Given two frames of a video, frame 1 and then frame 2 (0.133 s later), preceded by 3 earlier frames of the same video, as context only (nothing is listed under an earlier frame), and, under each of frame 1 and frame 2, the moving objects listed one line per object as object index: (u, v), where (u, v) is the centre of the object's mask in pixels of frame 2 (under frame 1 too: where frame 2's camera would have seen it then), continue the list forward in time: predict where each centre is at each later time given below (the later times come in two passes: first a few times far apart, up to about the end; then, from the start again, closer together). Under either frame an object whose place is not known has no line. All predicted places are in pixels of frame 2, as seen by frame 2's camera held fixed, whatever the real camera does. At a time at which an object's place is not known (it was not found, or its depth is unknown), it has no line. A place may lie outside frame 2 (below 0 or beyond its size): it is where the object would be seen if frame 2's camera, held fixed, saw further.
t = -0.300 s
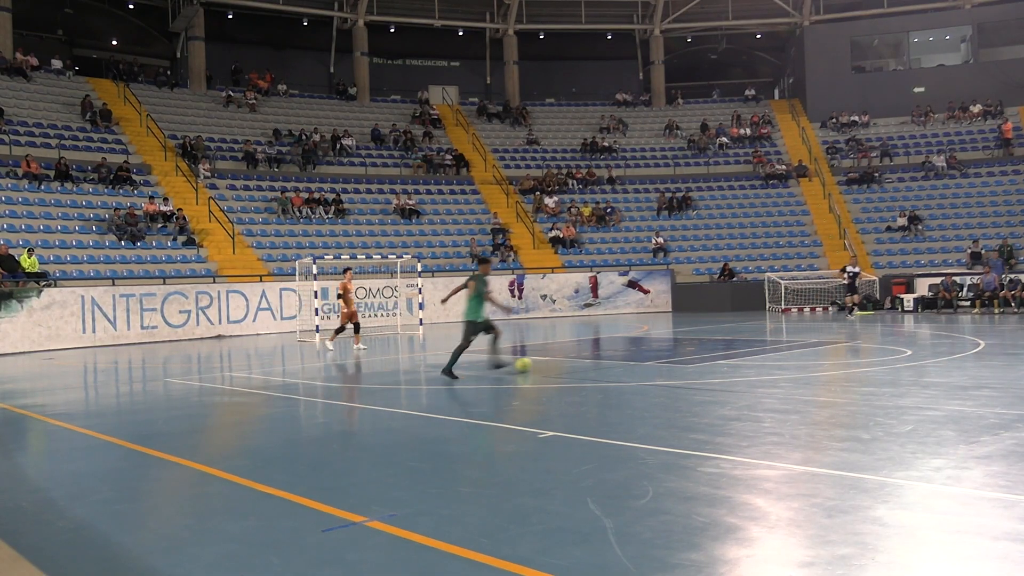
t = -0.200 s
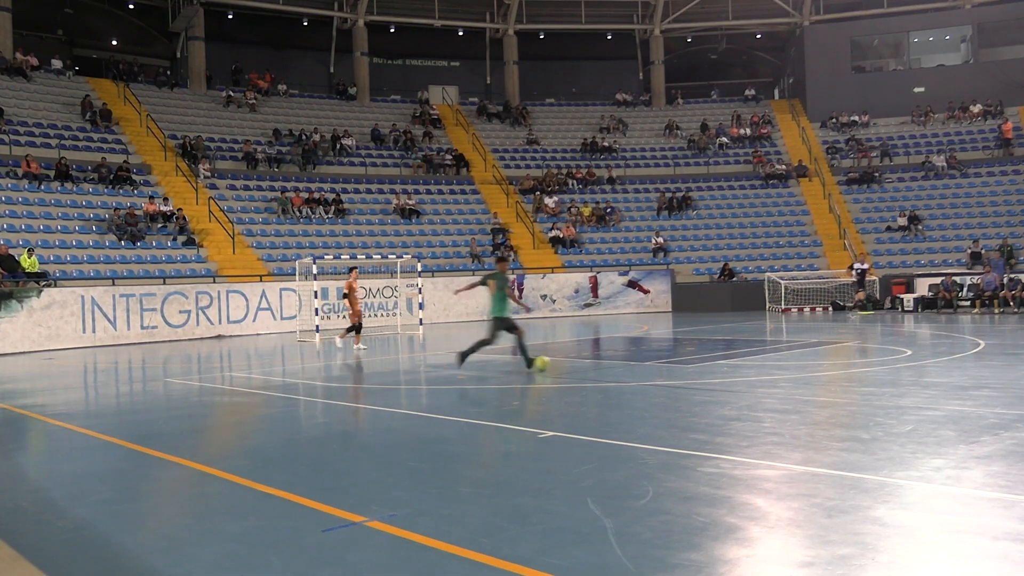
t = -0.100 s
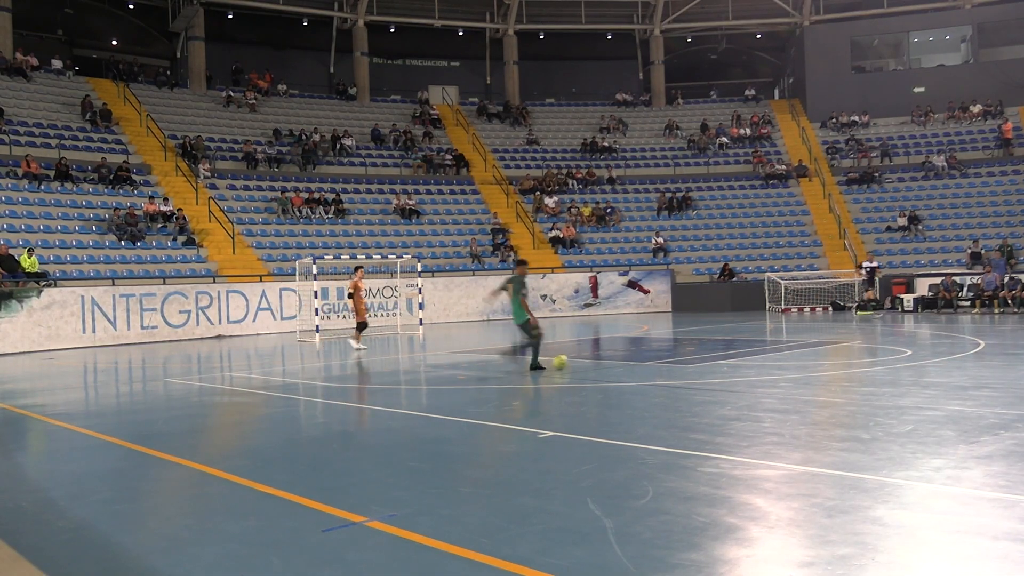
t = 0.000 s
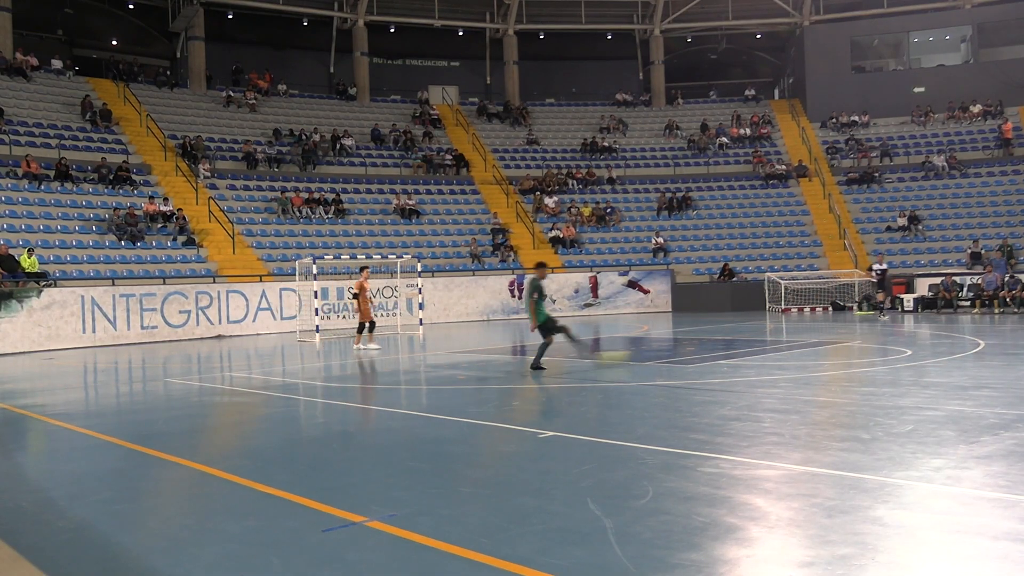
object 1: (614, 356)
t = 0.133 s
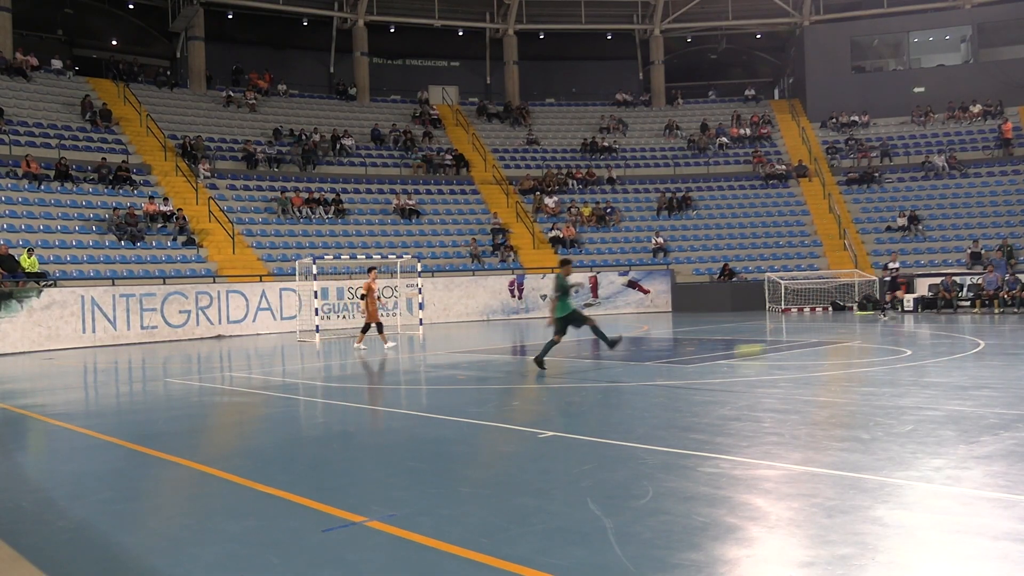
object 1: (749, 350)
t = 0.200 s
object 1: (812, 346)
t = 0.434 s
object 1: (994, 337)
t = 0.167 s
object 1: (781, 348)
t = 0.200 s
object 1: (812, 346)
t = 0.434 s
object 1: (994, 337)
